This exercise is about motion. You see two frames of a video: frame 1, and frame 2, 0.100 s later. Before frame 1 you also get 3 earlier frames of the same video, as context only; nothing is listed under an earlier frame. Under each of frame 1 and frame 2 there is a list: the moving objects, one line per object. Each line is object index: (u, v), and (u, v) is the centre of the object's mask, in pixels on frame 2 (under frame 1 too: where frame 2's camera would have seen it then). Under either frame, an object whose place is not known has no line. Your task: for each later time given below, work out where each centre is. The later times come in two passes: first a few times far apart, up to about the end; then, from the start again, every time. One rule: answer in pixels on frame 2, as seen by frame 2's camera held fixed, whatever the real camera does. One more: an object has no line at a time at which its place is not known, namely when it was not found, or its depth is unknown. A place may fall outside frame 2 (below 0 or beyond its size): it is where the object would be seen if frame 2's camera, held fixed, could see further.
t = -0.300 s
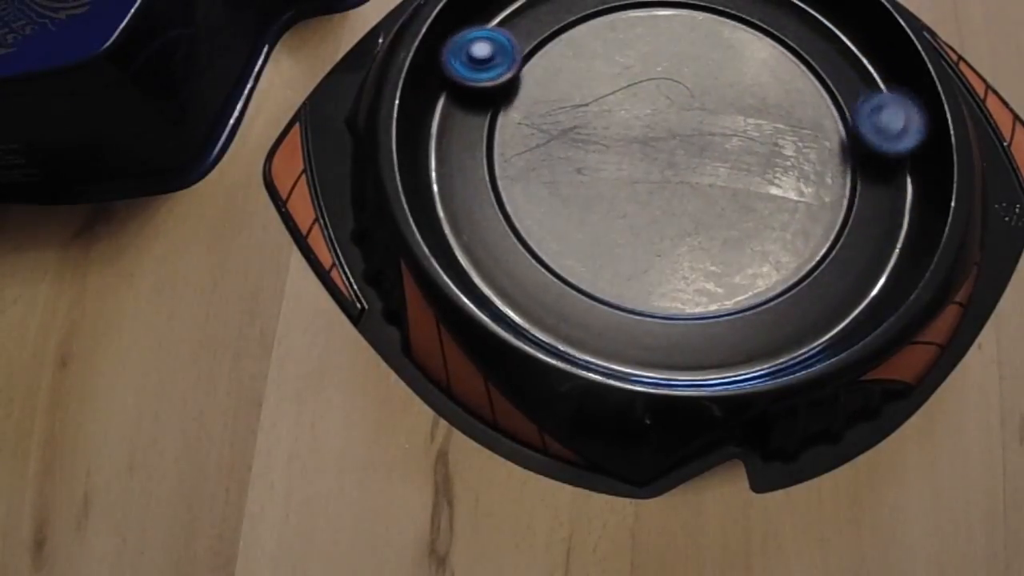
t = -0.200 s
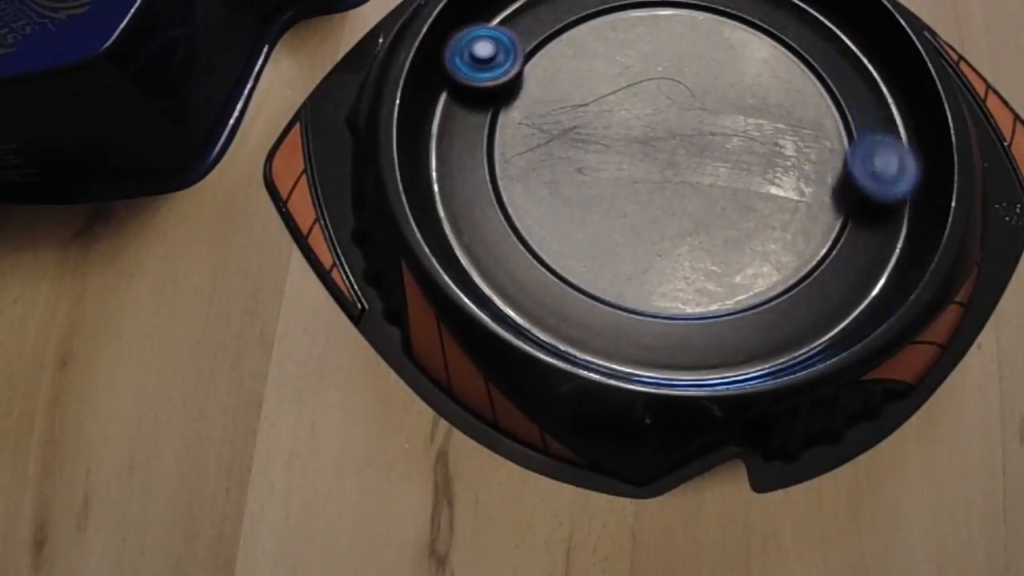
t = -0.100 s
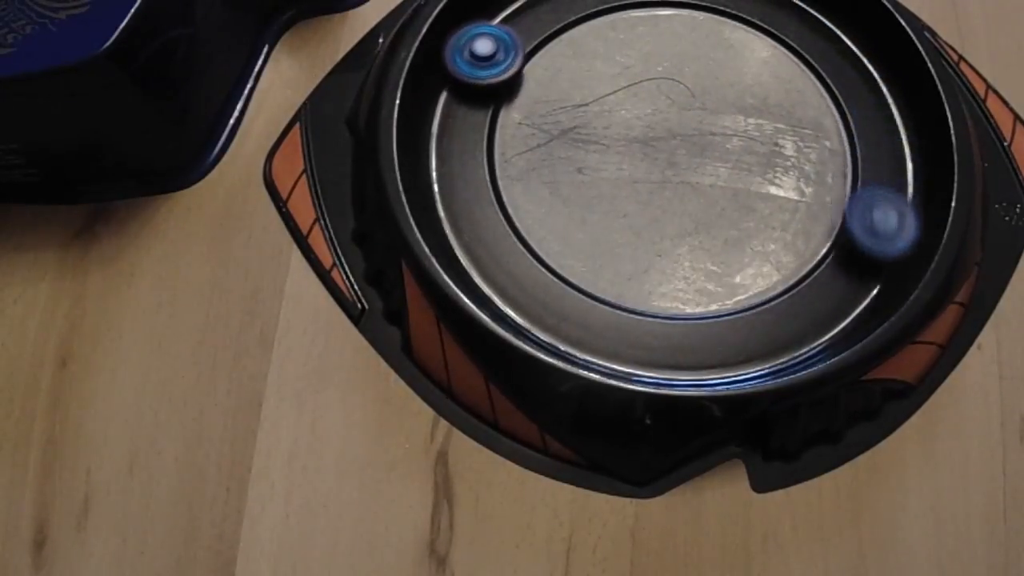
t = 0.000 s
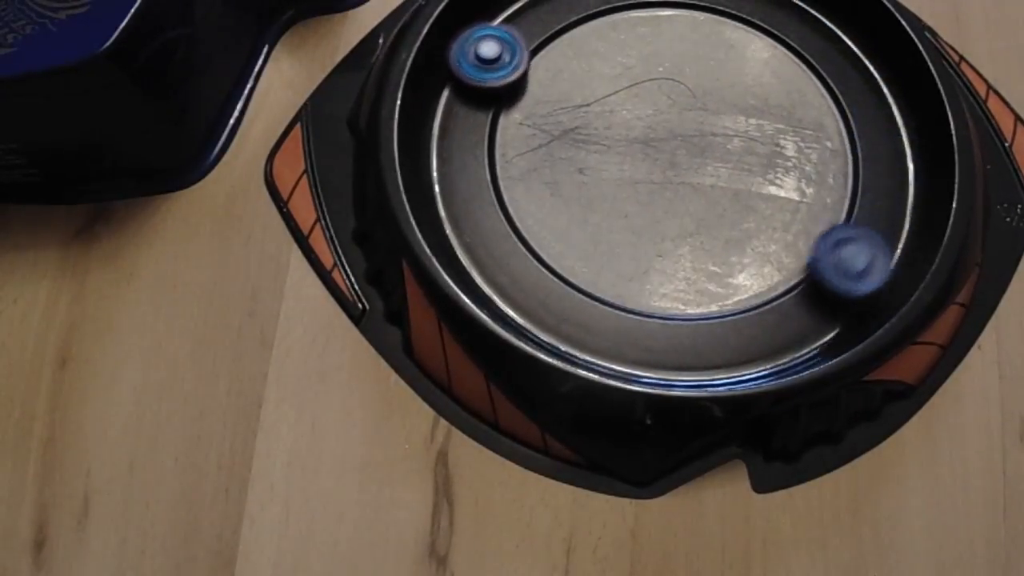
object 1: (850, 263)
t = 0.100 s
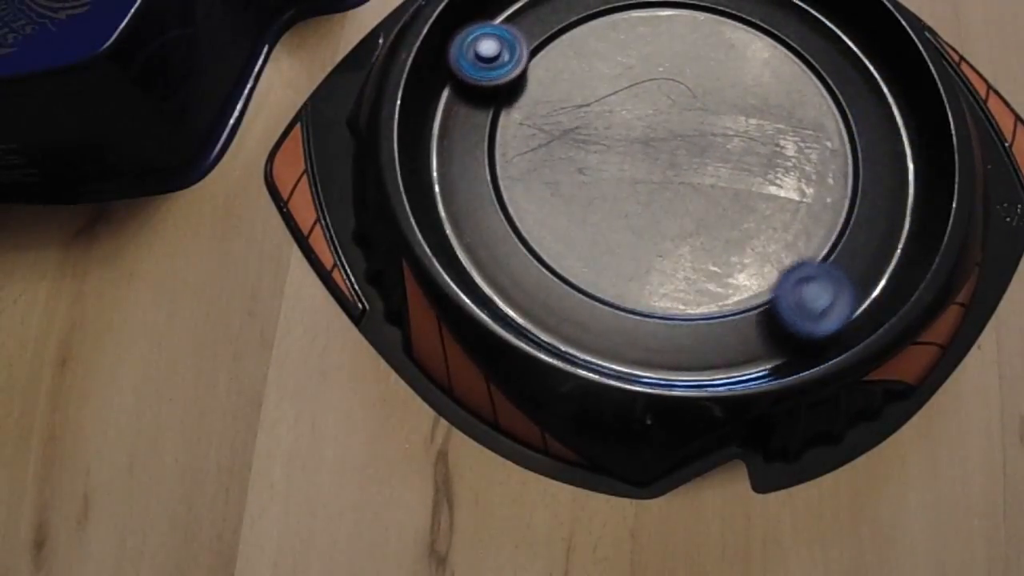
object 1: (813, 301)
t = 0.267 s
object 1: (723, 325)
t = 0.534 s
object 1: (574, 316)
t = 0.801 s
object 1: (555, 222)
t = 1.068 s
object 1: (609, 137)
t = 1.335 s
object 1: (595, 43)
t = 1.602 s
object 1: (612, 17)
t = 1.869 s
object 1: (673, 14)
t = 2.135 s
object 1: (744, 21)
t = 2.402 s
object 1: (792, 46)
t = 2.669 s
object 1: (833, 98)
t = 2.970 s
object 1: (851, 159)
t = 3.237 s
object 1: (839, 215)
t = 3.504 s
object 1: (828, 227)
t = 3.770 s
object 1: (842, 205)
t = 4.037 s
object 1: (789, 184)
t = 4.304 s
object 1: (694, 197)
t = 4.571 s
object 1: (629, 242)
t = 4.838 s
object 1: (629, 265)
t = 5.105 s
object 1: (649, 213)
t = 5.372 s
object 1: (609, 148)
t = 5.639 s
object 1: (547, 173)
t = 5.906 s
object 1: (571, 223)
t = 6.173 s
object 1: (636, 196)
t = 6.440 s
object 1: (617, 138)
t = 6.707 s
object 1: (595, 106)
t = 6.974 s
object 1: (601, 97)
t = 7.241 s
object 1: (634, 95)
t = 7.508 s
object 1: (681, 82)
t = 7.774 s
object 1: (706, 74)
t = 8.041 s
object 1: (730, 78)
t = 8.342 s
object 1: (794, 47)
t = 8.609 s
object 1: (819, 93)
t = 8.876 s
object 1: (820, 155)
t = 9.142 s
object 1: (785, 213)
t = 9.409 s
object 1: (718, 248)
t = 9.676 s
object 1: (638, 256)
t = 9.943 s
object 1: (570, 230)
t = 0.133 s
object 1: (799, 314)
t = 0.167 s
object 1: (785, 326)
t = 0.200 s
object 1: (766, 325)
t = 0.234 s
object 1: (745, 324)
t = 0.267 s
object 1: (723, 325)
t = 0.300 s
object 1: (702, 325)
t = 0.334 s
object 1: (682, 325)
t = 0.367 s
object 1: (663, 327)
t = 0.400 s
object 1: (642, 330)
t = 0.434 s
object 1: (622, 329)
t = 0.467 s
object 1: (604, 330)
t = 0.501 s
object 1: (588, 322)
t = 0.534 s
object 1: (574, 316)
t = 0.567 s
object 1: (560, 310)
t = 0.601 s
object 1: (553, 291)
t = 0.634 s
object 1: (545, 275)
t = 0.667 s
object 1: (538, 259)
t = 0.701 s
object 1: (536, 245)
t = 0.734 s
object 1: (538, 236)
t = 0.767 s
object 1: (545, 228)
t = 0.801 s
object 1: (555, 222)
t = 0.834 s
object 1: (565, 217)
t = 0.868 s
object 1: (575, 210)
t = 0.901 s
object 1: (584, 201)
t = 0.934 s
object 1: (591, 189)
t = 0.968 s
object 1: (597, 176)
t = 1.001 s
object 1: (601, 164)
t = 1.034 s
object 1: (605, 150)
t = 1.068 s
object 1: (609, 137)
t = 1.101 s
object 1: (610, 123)
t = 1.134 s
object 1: (611, 110)
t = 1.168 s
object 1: (611, 96)
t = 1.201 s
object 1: (610, 84)
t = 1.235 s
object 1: (607, 71)
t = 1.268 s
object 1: (605, 60)
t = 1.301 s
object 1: (600, 50)
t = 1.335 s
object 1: (595, 43)
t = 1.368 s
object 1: (587, 32)
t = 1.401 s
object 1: (581, 28)
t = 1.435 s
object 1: (573, 26)
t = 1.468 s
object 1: (568, 27)
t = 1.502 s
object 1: (573, 29)
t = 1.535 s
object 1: (590, 24)
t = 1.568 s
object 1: (603, 20)
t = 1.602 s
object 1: (612, 17)
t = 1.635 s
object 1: (616, 19)
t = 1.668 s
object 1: (622, 18)
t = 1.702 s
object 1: (631, 17)
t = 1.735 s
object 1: (642, 15)
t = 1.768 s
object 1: (653, 13)
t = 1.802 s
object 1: (659, 14)
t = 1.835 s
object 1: (667, 14)
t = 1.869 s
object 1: (673, 14)
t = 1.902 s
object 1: (680, 14)
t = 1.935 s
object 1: (691, 14)
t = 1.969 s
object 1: (700, 15)
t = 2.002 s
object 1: (706, 17)
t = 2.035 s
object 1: (715, 17)
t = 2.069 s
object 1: (727, 18)
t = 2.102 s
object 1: (734, 19)
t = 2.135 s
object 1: (744, 21)
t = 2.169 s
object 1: (748, 23)
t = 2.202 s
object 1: (753, 24)
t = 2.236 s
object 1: (762, 26)
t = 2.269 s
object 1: (767, 29)
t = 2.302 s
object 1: (774, 32)
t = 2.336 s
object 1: (780, 34)
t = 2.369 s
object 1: (784, 40)
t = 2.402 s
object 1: (792, 46)
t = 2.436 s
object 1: (801, 51)
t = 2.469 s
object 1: (807, 56)
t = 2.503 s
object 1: (808, 61)
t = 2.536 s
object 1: (813, 67)
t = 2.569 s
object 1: (818, 74)
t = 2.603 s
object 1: (823, 82)
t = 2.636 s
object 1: (828, 90)
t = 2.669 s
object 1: (833, 98)
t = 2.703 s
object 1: (838, 106)
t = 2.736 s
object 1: (841, 113)
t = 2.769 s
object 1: (844, 119)
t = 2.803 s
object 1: (846, 126)
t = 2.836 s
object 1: (848, 132)
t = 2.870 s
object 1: (849, 138)
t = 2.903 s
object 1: (850, 143)
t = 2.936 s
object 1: (850, 151)
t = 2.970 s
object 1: (851, 159)
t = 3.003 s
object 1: (851, 168)
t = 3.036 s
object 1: (851, 174)
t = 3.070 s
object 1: (849, 181)
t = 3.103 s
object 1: (848, 188)
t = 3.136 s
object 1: (847, 195)
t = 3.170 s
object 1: (843, 204)
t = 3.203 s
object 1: (841, 209)
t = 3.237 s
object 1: (839, 215)
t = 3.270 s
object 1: (835, 222)
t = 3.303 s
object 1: (832, 228)
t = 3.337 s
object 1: (827, 234)
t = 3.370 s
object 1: (825, 239)
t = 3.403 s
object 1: (828, 234)
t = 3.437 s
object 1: (829, 229)
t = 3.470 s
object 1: (829, 228)
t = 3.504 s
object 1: (828, 227)
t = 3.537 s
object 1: (825, 226)
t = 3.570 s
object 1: (829, 227)
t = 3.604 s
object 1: (836, 223)
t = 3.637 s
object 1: (839, 213)
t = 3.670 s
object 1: (841, 209)
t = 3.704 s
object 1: (842, 210)
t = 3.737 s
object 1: (843, 208)
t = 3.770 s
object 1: (842, 205)
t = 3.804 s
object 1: (838, 206)
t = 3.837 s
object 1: (836, 201)
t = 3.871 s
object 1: (831, 198)
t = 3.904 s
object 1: (825, 194)
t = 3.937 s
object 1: (818, 191)
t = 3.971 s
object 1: (809, 188)
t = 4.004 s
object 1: (800, 186)
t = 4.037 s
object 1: (789, 184)
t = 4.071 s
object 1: (777, 183)
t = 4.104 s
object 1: (764, 183)
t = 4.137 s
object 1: (752, 184)
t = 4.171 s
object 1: (740, 185)
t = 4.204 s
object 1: (728, 187)
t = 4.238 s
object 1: (717, 189)
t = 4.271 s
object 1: (705, 193)
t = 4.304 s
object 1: (694, 197)
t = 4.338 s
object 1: (683, 201)
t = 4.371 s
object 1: (673, 205)
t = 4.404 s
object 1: (663, 211)
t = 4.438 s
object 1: (654, 216)
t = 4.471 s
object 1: (646, 222)
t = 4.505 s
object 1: (639, 229)
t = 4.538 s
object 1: (633, 235)
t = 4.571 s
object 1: (629, 242)
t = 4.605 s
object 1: (625, 247)
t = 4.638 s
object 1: (623, 252)
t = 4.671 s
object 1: (622, 257)
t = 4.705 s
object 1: (622, 260)
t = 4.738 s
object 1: (622, 265)
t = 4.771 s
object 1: (623, 266)
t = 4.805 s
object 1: (626, 265)
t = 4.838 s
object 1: (629, 265)
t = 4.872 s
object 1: (632, 263)
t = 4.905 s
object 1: (635, 261)
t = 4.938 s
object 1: (639, 258)
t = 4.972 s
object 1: (643, 249)
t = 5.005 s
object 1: (647, 241)
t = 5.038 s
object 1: (648, 233)
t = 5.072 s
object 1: (649, 222)
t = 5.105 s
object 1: (649, 213)
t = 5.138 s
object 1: (648, 203)
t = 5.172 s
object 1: (646, 193)
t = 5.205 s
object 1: (644, 184)
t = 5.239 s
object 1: (640, 175)
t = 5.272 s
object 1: (637, 165)
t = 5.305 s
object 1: (632, 155)
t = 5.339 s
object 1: (620, 151)
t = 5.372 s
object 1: (609, 148)
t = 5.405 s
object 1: (603, 145)
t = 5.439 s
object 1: (595, 145)
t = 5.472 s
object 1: (587, 147)
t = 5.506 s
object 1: (578, 150)
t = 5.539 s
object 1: (569, 154)
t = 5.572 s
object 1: (561, 159)
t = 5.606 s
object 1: (553, 165)
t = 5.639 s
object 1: (547, 173)
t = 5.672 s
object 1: (543, 181)
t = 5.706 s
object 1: (541, 188)
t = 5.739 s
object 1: (541, 196)
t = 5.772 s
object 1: (544, 203)
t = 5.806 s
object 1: (547, 210)
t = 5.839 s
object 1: (554, 215)
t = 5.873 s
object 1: (561, 219)
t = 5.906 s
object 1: (571, 223)
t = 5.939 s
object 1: (581, 225)
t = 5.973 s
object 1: (592, 225)
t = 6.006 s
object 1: (603, 222)
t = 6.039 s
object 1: (614, 218)
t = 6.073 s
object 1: (624, 214)
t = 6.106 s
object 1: (633, 208)
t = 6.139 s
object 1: (637, 202)
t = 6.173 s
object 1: (636, 196)
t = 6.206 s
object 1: (635, 189)
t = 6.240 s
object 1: (634, 181)
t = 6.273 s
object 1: (633, 173)
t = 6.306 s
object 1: (630, 165)
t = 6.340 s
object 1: (627, 158)
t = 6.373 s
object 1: (624, 151)
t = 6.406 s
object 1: (621, 144)
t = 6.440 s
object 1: (617, 138)
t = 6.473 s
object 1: (613, 132)
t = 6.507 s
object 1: (610, 126)
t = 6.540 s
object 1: (606, 125)
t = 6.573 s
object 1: (603, 122)
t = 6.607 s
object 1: (601, 115)
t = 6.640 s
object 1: (599, 111)
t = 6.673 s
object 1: (597, 109)
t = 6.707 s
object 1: (595, 106)
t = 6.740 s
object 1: (595, 104)
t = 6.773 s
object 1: (594, 102)
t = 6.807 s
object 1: (594, 101)
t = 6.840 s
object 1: (595, 100)
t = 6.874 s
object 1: (596, 99)
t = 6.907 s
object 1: (597, 98)
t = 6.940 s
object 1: (599, 97)
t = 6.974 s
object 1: (601, 97)
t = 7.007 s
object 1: (604, 96)
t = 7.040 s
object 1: (607, 96)
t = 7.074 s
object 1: (610, 96)
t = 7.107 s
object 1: (614, 96)
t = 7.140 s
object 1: (618, 96)
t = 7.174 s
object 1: (623, 96)
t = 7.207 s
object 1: (629, 95)
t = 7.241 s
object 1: (634, 95)
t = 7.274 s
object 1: (640, 95)
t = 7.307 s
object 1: (646, 94)
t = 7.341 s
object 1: (652, 93)
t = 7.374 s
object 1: (659, 91)
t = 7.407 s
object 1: (665, 90)
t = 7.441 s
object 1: (672, 86)
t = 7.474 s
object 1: (677, 84)
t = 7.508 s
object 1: (681, 82)
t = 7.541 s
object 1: (686, 81)
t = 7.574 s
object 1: (690, 80)
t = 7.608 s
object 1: (693, 78)
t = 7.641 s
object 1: (696, 77)
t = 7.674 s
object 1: (699, 76)
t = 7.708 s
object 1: (702, 75)
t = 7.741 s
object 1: (704, 75)
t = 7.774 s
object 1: (706, 74)
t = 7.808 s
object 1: (707, 74)
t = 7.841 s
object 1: (709, 74)
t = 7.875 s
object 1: (710, 75)
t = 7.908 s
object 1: (712, 75)
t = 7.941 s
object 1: (713, 77)
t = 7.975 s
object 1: (713, 78)
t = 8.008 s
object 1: (714, 80)
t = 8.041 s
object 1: (730, 78)
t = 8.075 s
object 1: (760, 73)
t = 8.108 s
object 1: (781, 68)
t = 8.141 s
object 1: (793, 62)
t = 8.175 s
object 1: (804, 58)
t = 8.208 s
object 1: (806, 55)
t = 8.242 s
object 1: (801, 53)
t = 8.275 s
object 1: (797, 50)
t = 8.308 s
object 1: (792, 47)
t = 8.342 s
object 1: (794, 47)
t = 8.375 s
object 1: (799, 49)
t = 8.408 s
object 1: (806, 54)
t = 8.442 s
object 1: (807, 60)
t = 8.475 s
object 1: (809, 62)
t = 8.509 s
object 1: (812, 69)
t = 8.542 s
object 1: (816, 76)
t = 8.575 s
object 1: (818, 84)
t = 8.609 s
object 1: (819, 93)
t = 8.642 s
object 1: (822, 101)
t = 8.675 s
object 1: (823, 109)
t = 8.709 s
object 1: (823, 116)
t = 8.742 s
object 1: (824, 124)
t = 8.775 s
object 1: (824, 131)
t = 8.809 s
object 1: (823, 140)
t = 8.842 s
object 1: (822, 147)
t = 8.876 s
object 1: (820, 155)
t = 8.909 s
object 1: (818, 163)
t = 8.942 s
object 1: (815, 170)
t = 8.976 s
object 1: (811, 178)
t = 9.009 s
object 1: (807, 186)
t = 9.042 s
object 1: (802, 192)
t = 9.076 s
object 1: (797, 199)
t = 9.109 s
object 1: (792, 206)
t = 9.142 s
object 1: (785, 213)
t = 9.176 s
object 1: (777, 220)
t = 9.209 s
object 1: (770, 224)
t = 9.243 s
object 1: (761, 231)
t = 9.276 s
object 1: (754, 233)
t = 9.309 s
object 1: (746, 238)
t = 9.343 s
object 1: (736, 245)
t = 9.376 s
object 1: (728, 246)
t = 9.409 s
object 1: (718, 248)
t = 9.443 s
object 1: (709, 251)
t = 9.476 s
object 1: (699, 255)
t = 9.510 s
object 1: (688, 257)
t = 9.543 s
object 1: (679, 256)
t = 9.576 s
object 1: (668, 258)
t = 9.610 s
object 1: (658, 258)
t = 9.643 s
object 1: (648, 256)
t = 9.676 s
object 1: (638, 256)
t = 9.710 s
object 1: (629, 255)
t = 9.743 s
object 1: (619, 252)
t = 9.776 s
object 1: (610, 249)
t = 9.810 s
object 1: (601, 246)
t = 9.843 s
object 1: (593, 242)
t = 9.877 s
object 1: (585, 238)
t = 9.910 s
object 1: (578, 234)
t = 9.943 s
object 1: (570, 230)
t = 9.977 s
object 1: (564, 224)
